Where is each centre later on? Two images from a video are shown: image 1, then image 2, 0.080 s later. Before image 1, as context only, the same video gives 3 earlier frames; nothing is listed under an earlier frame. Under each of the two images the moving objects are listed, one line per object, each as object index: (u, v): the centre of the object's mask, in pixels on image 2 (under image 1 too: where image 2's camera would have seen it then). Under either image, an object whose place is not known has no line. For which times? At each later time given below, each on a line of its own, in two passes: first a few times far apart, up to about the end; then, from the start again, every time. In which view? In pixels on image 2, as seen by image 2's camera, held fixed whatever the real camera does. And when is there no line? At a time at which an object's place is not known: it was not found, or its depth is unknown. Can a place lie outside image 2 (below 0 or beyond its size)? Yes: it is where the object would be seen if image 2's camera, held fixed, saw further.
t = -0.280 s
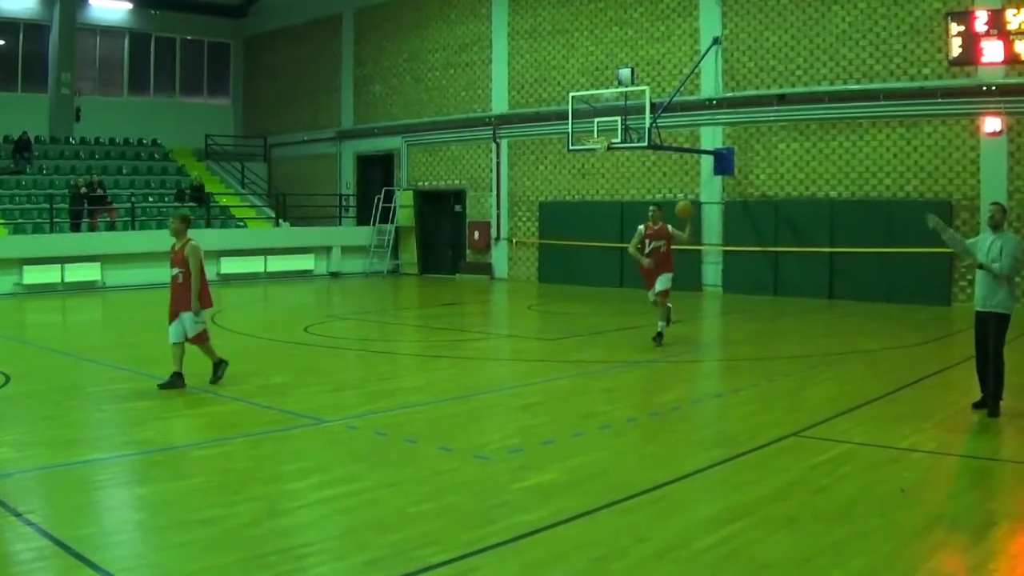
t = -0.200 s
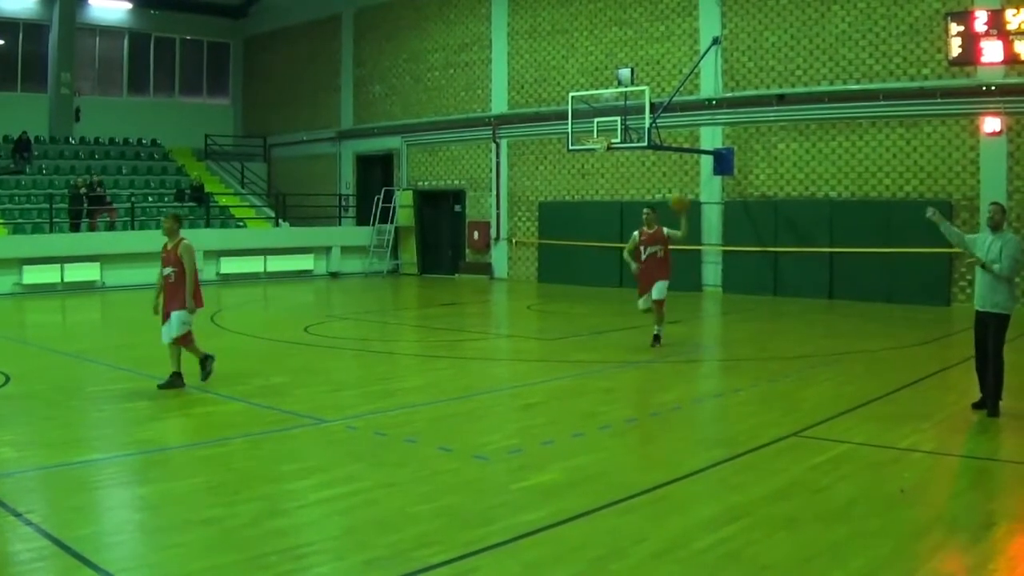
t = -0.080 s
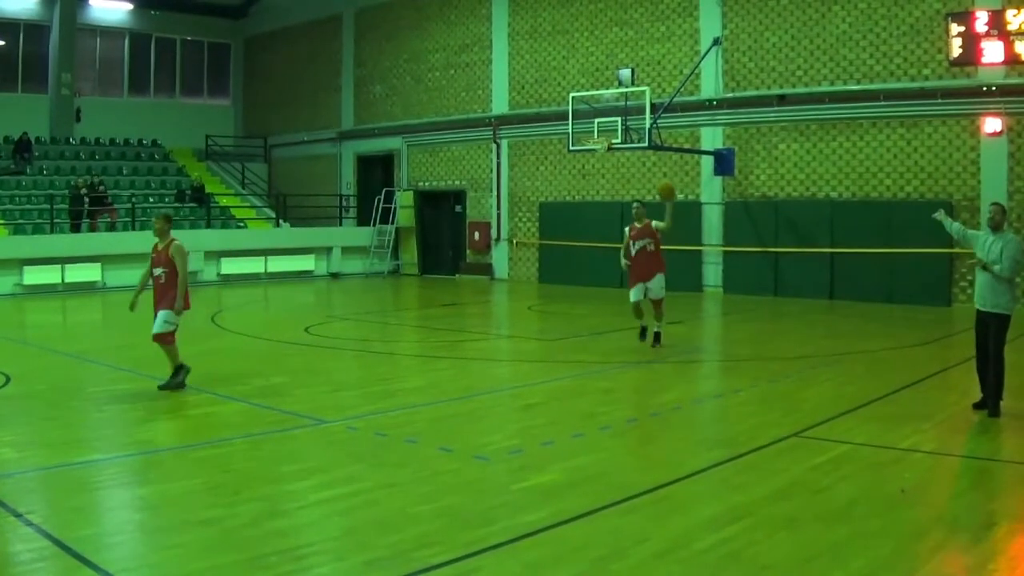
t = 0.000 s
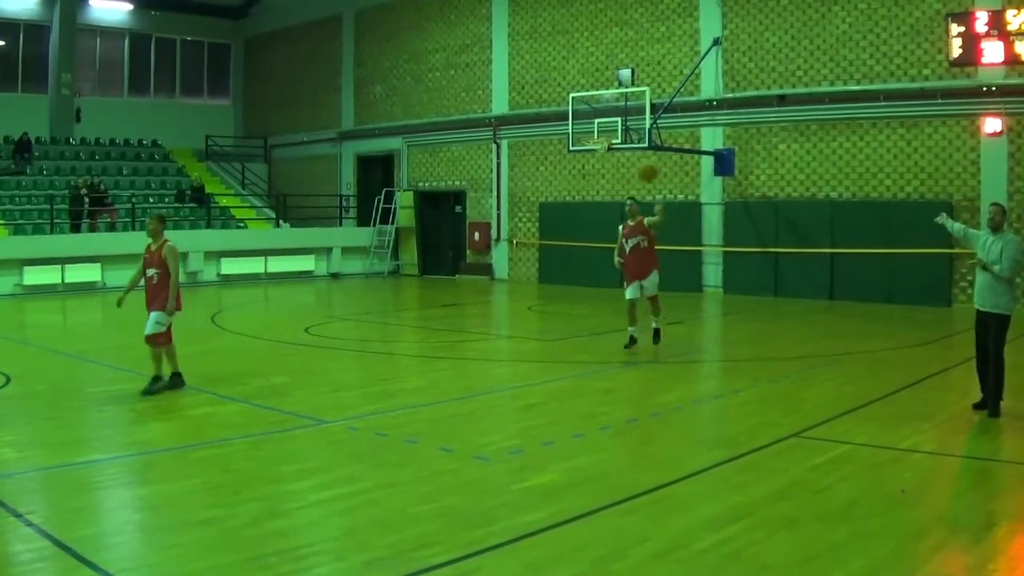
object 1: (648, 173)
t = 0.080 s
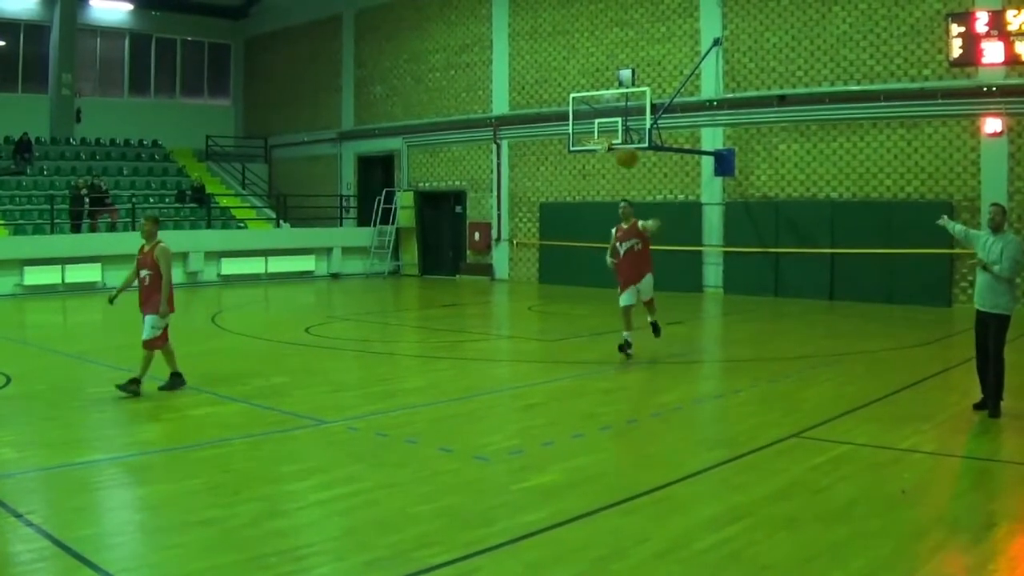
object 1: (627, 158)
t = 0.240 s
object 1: (575, 141)
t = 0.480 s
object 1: (462, 170)
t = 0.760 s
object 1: (219, 378)
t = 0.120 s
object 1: (614, 151)
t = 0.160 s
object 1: (603, 148)
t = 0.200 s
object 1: (589, 143)
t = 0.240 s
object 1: (575, 141)
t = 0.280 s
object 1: (557, 141)
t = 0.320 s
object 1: (543, 143)
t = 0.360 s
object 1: (524, 146)
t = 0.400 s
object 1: (507, 152)
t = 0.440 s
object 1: (484, 159)
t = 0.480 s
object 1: (462, 170)
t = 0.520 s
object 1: (436, 186)
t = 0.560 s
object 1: (410, 203)
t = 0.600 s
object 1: (376, 225)
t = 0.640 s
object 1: (343, 255)
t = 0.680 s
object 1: (306, 289)
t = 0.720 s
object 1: (263, 331)
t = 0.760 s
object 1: (219, 378)
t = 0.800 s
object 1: (170, 434)
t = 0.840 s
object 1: (114, 499)
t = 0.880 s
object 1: (55, 562)
